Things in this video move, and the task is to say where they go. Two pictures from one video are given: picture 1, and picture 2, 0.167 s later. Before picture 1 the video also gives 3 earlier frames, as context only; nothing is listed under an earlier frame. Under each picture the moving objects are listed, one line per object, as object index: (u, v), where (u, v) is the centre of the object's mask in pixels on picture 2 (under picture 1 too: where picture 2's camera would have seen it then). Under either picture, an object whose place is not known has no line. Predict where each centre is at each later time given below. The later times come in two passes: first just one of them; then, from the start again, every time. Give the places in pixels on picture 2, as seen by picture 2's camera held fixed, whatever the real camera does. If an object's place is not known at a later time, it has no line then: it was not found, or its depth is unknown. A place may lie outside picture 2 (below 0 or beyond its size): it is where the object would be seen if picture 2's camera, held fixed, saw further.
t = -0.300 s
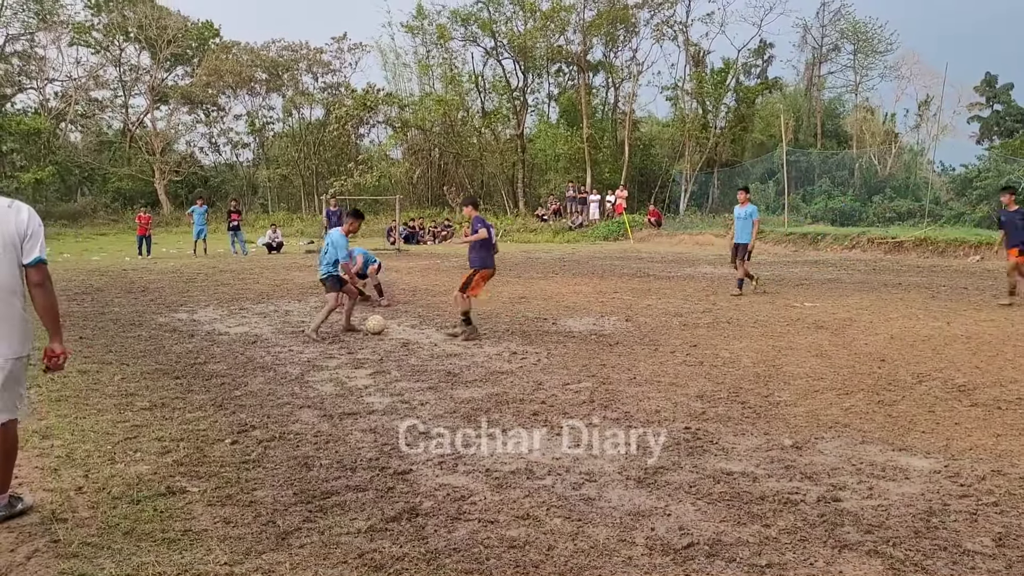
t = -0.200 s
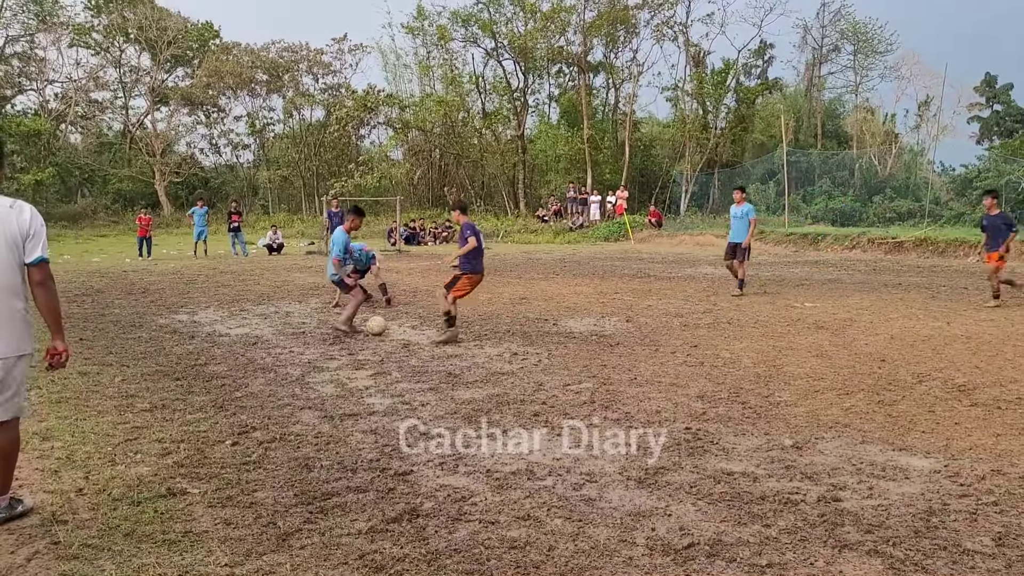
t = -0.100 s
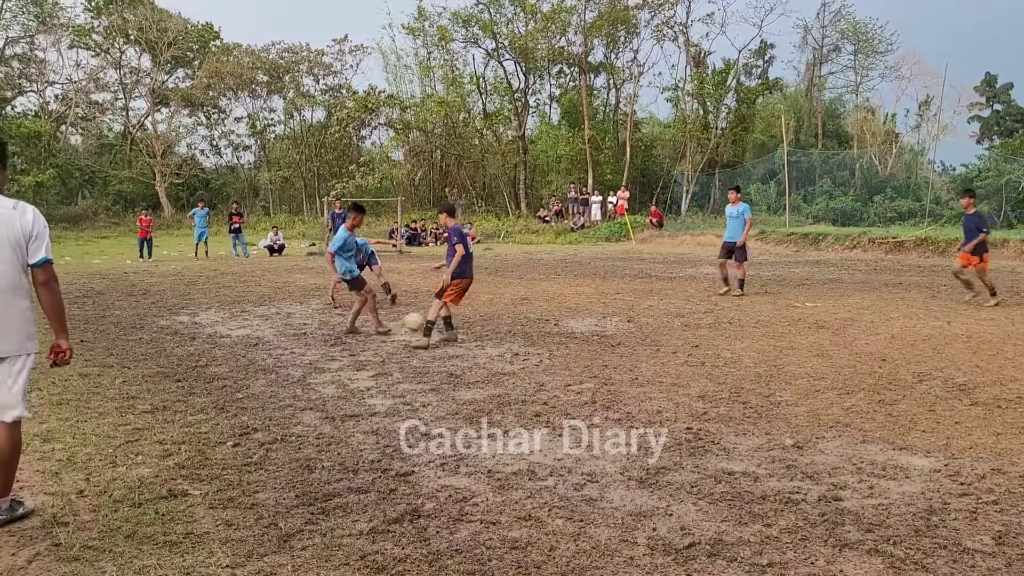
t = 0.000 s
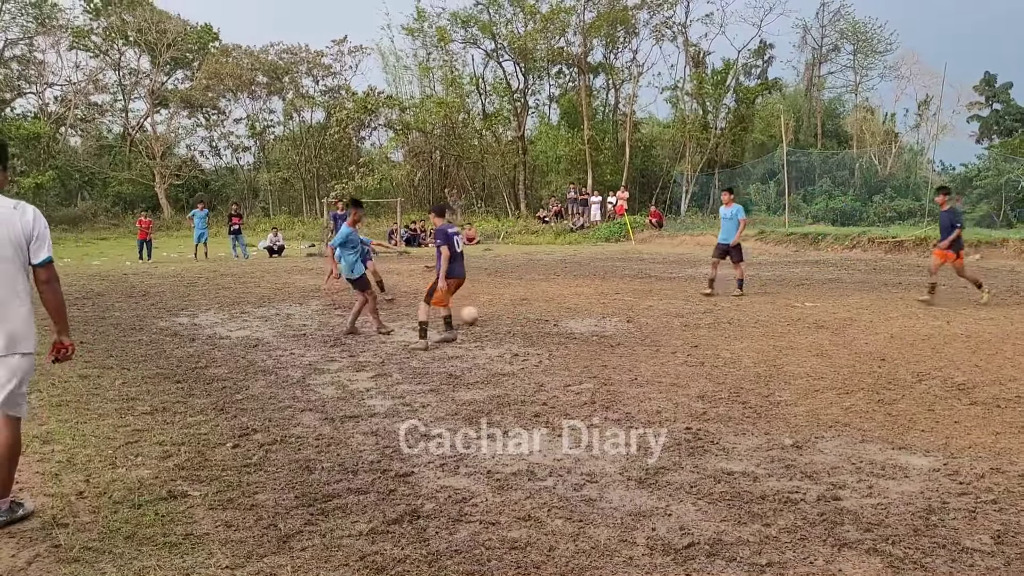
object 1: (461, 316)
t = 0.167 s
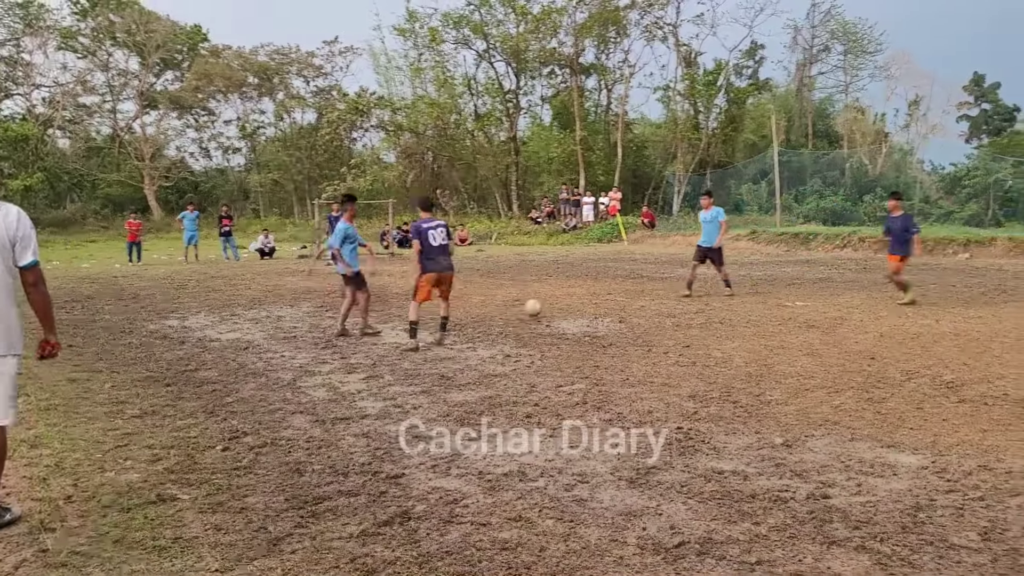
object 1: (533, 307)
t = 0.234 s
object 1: (560, 304)
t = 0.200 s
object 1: (544, 305)
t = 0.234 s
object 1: (560, 304)
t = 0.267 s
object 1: (571, 305)
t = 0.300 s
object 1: (580, 305)
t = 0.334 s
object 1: (584, 304)
